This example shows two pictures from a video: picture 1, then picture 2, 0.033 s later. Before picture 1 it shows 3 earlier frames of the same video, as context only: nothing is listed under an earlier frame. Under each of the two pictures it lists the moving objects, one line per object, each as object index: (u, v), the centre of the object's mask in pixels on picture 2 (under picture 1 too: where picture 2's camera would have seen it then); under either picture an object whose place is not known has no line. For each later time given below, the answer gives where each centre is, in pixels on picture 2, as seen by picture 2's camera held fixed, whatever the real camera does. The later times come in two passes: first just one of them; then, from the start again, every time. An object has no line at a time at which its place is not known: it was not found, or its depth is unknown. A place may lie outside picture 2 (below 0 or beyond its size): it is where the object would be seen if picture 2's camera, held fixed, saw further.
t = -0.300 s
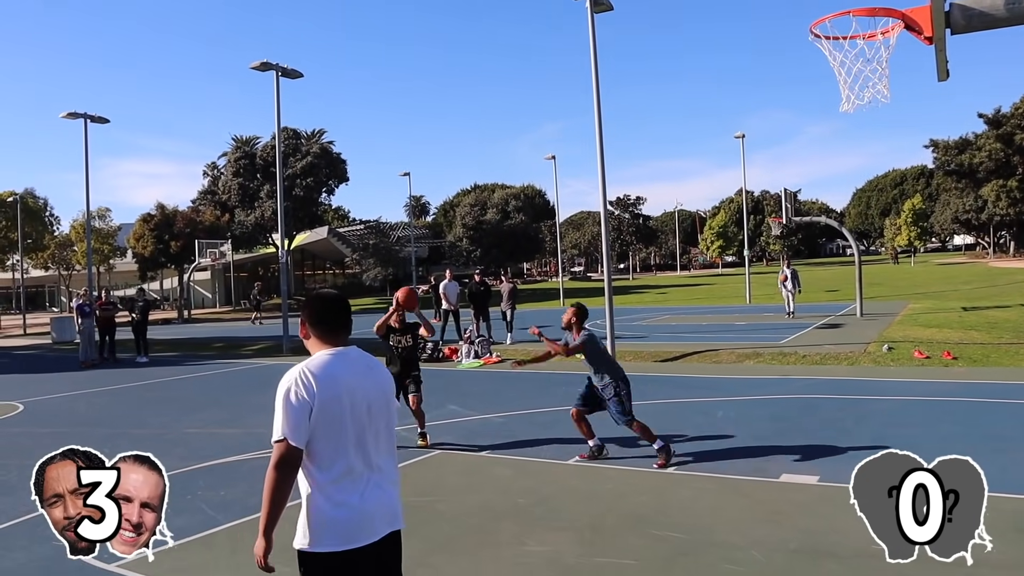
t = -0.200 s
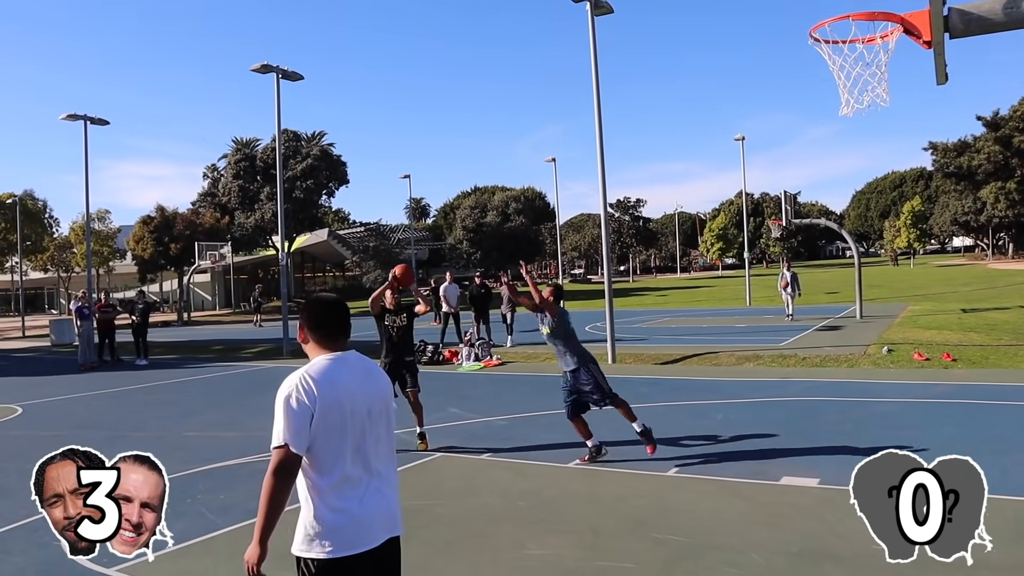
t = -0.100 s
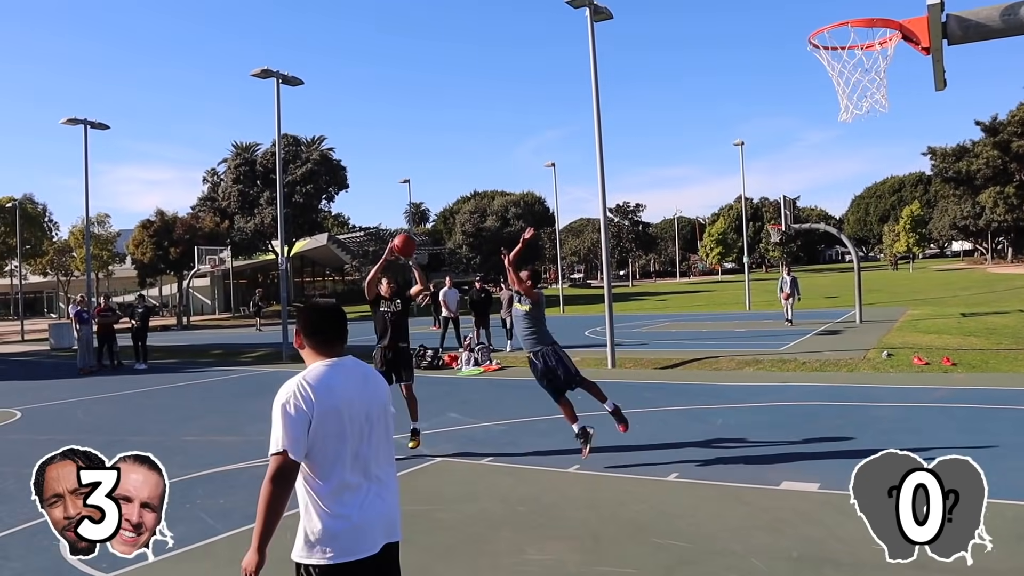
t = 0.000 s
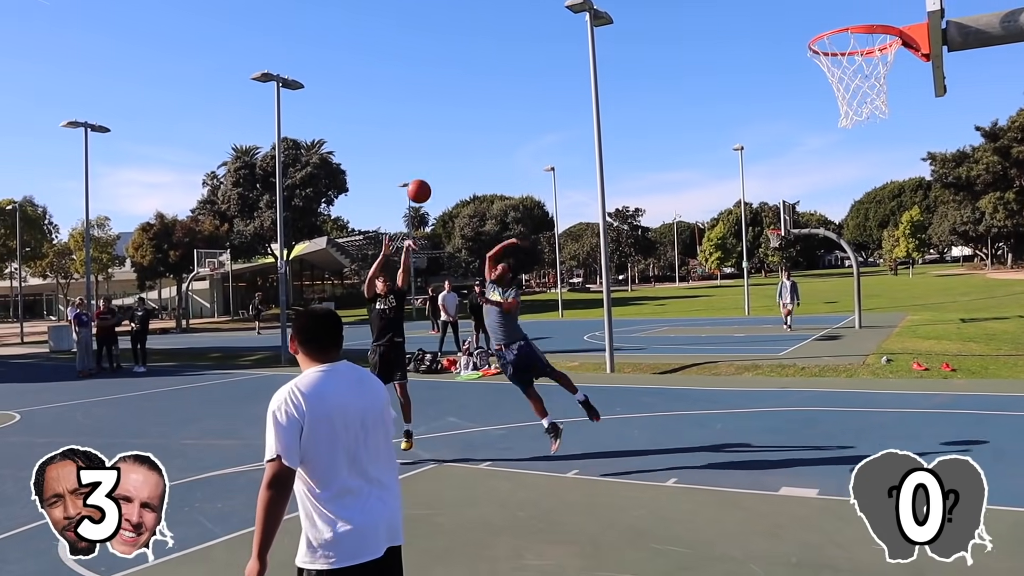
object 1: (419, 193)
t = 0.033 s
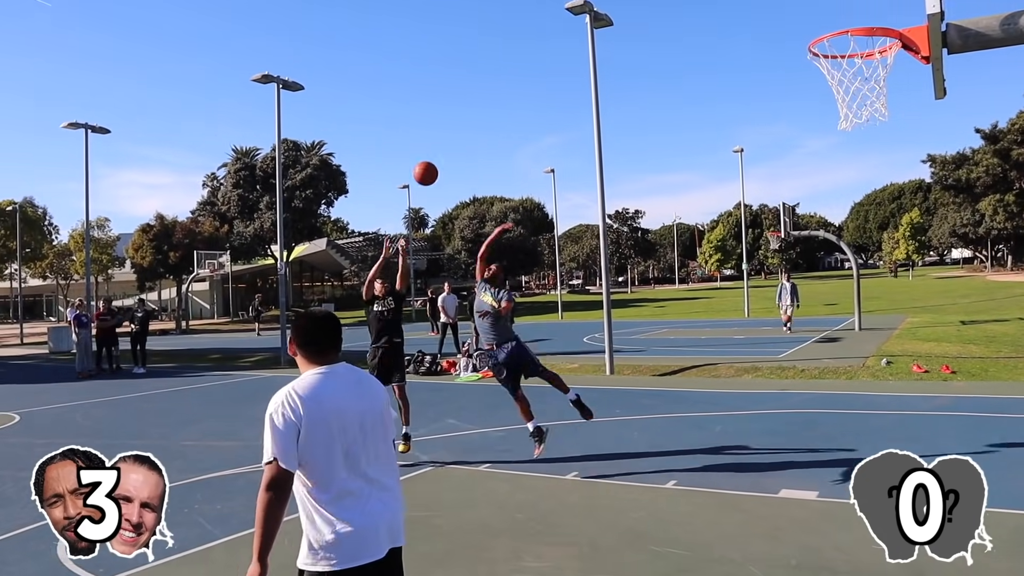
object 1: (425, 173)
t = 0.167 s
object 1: (455, 102)
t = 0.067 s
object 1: (433, 154)
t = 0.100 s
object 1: (440, 136)
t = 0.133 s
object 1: (447, 119)
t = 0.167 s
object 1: (455, 102)
